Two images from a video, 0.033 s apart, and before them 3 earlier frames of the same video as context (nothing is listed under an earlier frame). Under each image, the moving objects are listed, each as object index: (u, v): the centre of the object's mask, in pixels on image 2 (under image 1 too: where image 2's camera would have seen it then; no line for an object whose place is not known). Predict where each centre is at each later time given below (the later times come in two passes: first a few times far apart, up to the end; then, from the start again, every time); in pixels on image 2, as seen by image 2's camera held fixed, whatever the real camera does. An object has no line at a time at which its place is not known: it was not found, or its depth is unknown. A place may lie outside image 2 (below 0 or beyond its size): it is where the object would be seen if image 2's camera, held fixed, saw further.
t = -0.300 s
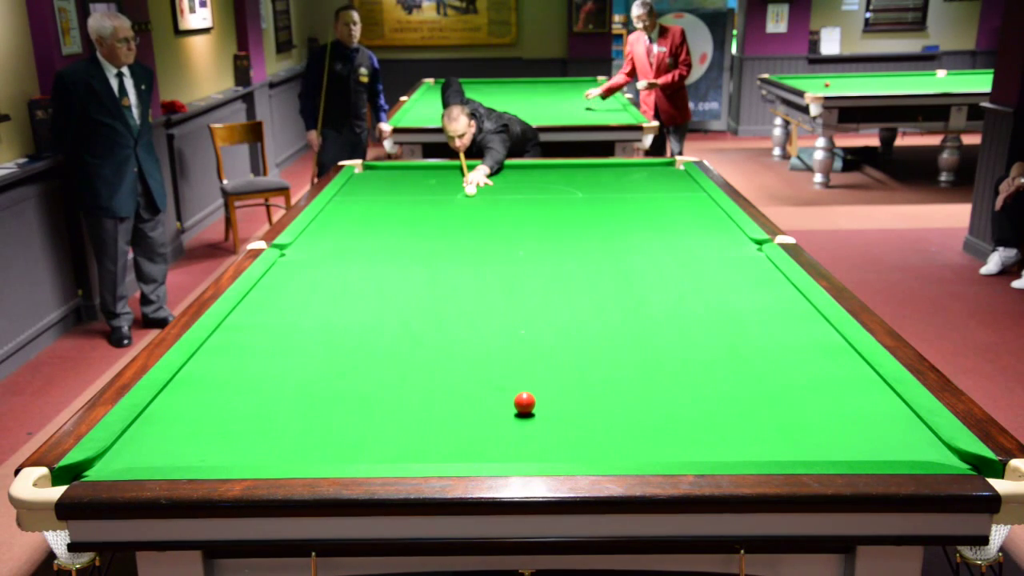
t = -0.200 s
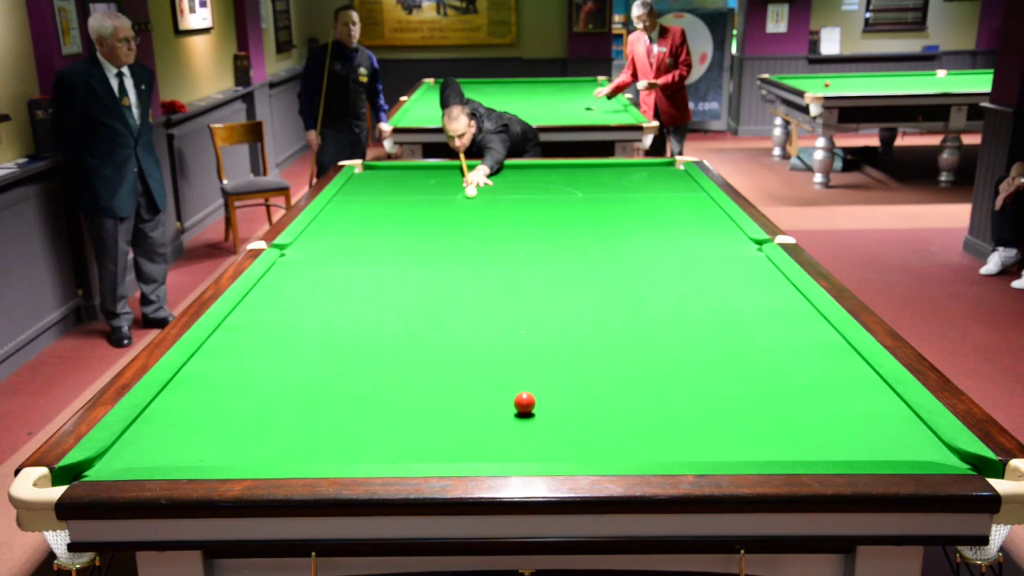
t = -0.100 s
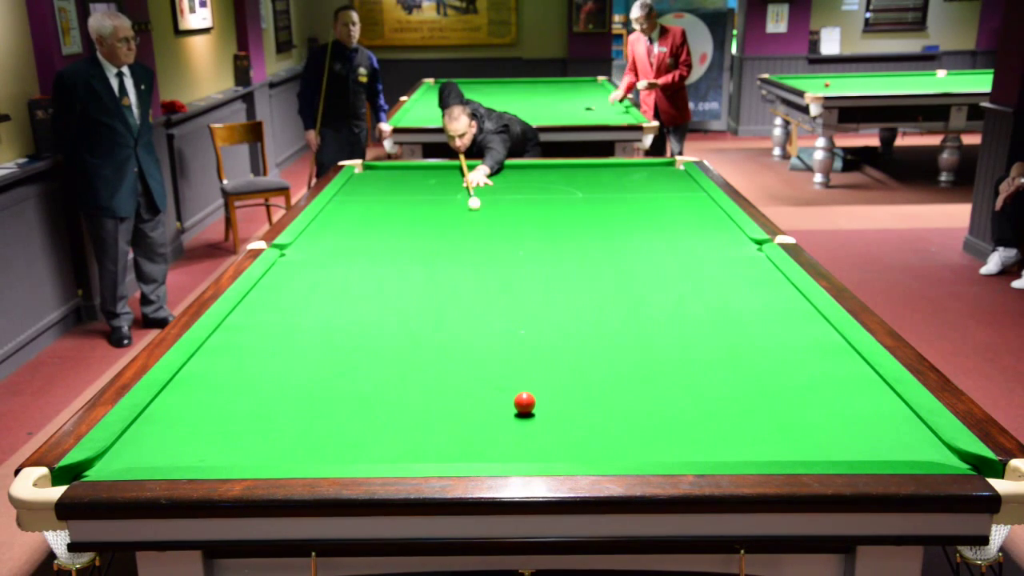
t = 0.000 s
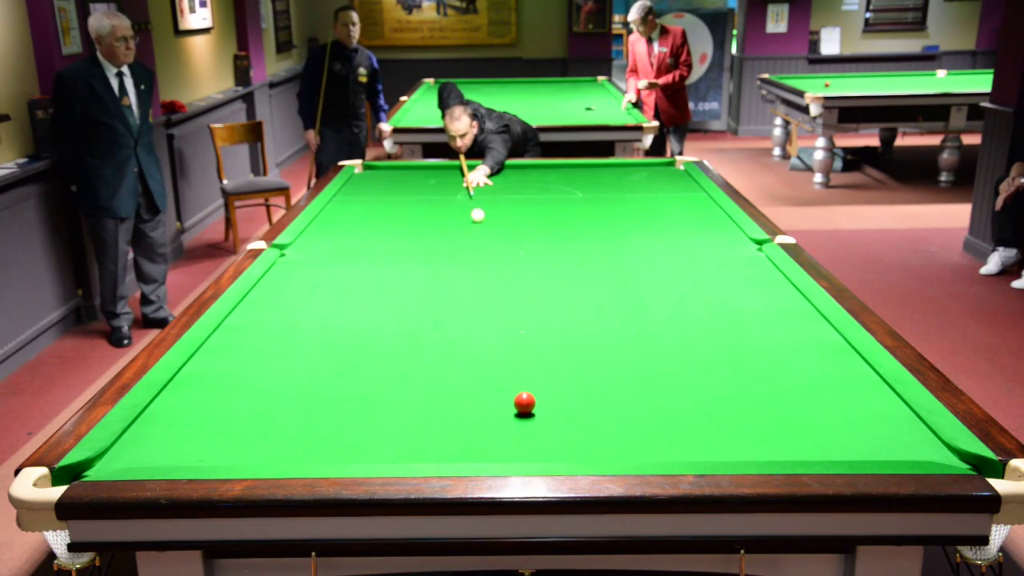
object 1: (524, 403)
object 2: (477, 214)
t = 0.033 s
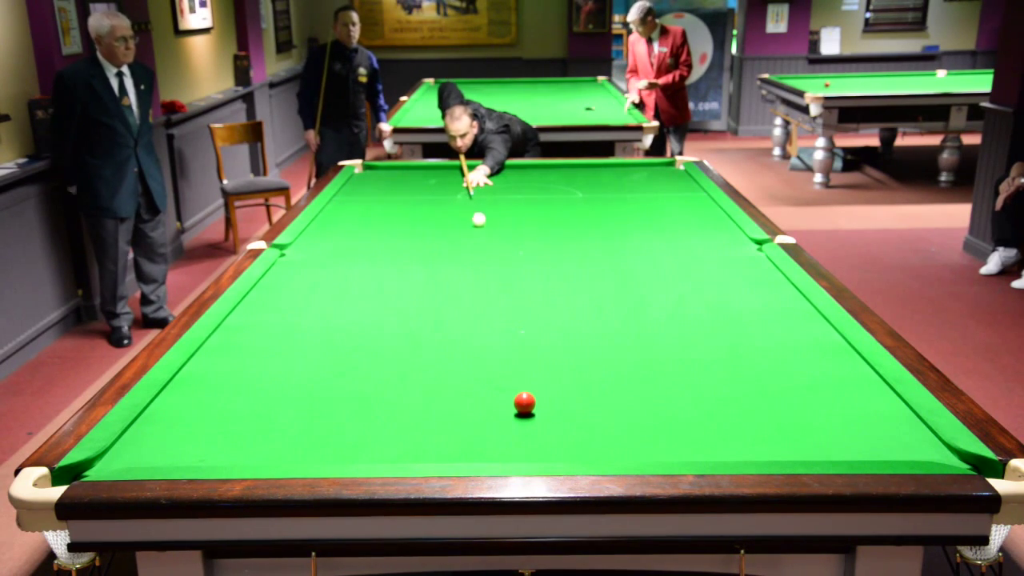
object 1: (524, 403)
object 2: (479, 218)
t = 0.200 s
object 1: (524, 403)
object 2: (484, 240)
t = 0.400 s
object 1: (524, 403)
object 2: (493, 269)
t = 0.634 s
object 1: (524, 403)
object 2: (505, 313)
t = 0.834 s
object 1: (524, 403)
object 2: (519, 362)
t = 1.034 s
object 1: (511, 435)
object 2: (550, 397)
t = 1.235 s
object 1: (494, 435)
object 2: (591, 415)
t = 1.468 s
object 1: (486, 395)
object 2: (642, 442)
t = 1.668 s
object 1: (479, 368)
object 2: (682, 450)
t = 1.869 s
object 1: (474, 343)
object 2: (706, 439)
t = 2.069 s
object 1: (469, 323)
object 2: (727, 426)
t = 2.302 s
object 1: (464, 302)
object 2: (750, 413)
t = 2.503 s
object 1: (461, 287)
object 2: (767, 403)
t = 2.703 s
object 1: (457, 273)
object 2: (783, 393)
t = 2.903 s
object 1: (454, 261)
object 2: (798, 385)
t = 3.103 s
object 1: (451, 250)
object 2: (811, 377)
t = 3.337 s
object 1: (448, 239)
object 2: (825, 369)
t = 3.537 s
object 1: (446, 230)
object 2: (836, 363)
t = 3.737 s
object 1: (444, 222)
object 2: (846, 358)
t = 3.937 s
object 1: (442, 215)
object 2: (847, 352)
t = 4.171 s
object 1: (440, 208)
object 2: (835, 349)
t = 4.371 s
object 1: (438, 201)
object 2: (826, 346)
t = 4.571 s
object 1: (437, 196)
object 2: (819, 344)
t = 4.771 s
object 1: (435, 191)
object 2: (813, 342)
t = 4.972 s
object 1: (434, 186)
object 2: (808, 340)
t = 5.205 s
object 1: (433, 181)
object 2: (803, 339)
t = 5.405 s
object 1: (432, 177)
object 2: (800, 338)
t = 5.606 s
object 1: (431, 173)
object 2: (799, 337)
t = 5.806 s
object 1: (430, 170)
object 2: (798, 337)
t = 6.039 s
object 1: (430, 167)
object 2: (797, 337)
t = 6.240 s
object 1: (428, 168)
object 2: (797, 337)
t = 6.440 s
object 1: (425, 169)
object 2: (797, 337)
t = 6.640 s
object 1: (423, 171)
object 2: (798, 337)
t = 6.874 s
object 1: (421, 172)
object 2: (797, 337)
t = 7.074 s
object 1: (420, 174)
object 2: (797, 337)
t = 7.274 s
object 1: (418, 175)
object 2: (797, 337)
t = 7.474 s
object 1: (417, 176)
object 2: (797, 337)
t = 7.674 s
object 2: (797, 337)
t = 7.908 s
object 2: (797, 337)
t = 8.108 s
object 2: (797, 337)
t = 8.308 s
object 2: (797, 337)
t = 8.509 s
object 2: (797, 337)
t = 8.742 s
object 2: (797, 337)
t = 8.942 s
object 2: (797, 337)
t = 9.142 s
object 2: (797, 337)
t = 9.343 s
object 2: (797, 337)
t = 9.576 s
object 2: (797, 337)
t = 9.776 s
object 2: (797, 337)
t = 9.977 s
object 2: (797, 337)
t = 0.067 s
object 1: (524, 403)
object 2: (480, 223)
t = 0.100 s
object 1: (524, 403)
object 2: (481, 227)
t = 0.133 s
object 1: (524, 403)
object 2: (482, 231)
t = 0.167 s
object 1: (524, 403)
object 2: (483, 235)
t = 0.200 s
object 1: (524, 403)
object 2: (484, 240)
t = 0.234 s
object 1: (524, 403)
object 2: (486, 244)
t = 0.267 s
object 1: (524, 403)
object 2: (487, 249)
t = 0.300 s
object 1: (524, 403)
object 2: (488, 253)
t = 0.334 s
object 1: (524, 403)
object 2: (490, 258)
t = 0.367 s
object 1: (524, 403)
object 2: (491, 264)
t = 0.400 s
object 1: (524, 403)
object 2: (493, 269)
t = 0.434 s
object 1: (524, 403)
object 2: (495, 274)
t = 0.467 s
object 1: (524, 403)
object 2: (496, 280)
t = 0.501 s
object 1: (524, 403)
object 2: (498, 286)
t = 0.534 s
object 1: (524, 403)
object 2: (500, 292)
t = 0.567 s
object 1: (524, 403)
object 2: (501, 298)
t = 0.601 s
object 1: (524, 403)
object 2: (503, 306)
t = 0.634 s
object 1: (524, 403)
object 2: (505, 313)
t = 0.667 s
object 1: (524, 403)
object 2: (508, 320)
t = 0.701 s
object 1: (524, 403)
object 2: (510, 327)
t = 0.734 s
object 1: (524, 403)
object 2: (512, 336)
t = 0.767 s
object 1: (524, 403)
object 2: (514, 344)
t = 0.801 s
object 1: (524, 403)
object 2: (516, 353)
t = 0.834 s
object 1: (524, 403)
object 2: (519, 362)
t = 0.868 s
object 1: (524, 403)
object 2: (522, 372)
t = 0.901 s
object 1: (524, 402)
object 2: (525, 381)
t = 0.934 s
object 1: (524, 403)
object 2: (529, 389)
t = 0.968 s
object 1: (520, 413)
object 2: (536, 394)
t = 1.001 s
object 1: (515, 424)
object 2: (543, 395)
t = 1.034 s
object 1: (511, 435)
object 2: (550, 397)
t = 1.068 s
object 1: (506, 446)
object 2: (557, 400)
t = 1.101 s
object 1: (502, 453)
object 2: (564, 402)
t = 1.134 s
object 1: (499, 454)
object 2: (570, 404)
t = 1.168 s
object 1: (497, 449)
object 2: (577, 408)
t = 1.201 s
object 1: (496, 442)
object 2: (584, 412)
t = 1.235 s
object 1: (494, 435)
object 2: (591, 415)
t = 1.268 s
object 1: (493, 428)
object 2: (598, 419)
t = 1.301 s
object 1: (492, 422)
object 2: (605, 422)
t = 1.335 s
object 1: (490, 417)
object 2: (612, 426)
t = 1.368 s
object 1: (489, 411)
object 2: (620, 430)
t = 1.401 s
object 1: (488, 406)
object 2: (627, 434)
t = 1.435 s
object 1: (487, 400)
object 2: (634, 437)
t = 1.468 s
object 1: (486, 395)
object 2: (642, 442)
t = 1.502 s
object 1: (485, 390)
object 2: (649, 446)
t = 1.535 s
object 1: (483, 385)
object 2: (658, 449)
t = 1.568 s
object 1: (482, 381)
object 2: (665, 451)
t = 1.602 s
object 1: (481, 376)
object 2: (673, 454)
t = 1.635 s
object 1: (480, 372)
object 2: (678, 452)
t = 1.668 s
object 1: (479, 368)
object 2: (682, 450)
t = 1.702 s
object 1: (478, 363)
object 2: (686, 449)
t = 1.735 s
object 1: (478, 359)
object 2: (690, 448)
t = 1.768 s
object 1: (476, 355)
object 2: (694, 446)
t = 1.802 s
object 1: (476, 351)
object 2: (698, 443)
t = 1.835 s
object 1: (475, 347)
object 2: (702, 441)
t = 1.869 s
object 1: (474, 343)
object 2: (706, 439)
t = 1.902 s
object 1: (473, 340)
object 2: (709, 437)
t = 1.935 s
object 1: (472, 336)
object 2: (713, 434)
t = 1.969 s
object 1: (471, 333)
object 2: (717, 432)
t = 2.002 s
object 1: (471, 329)
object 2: (720, 430)
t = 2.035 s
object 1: (470, 326)
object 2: (724, 428)
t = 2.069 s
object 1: (469, 323)
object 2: (727, 426)
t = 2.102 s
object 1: (468, 320)
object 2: (731, 424)
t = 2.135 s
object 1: (468, 317)
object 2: (734, 422)
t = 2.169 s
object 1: (467, 314)
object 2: (737, 421)
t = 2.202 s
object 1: (466, 311)
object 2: (741, 419)
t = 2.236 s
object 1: (465, 308)
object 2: (744, 416)
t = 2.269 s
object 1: (465, 305)
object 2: (747, 415)
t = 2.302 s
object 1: (464, 302)
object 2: (750, 413)
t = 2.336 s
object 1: (464, 300)
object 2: (753, 411)
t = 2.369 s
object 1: (463, 297)
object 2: (756, 409)
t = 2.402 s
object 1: (462, 294)
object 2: (759, 408)
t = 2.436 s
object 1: (462, 292)
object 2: (762, 406)
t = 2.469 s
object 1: (461, 289)
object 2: (765, 404)
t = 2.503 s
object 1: (461, 287)
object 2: (767, 403)
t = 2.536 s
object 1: (460, 285)
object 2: (770, 401)
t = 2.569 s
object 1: (459, 282)
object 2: (773, 399)
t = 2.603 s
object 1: (459, 280)
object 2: (776, 398)
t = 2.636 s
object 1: (458, 277)
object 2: (778, 396)
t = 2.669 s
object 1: (458, 275)
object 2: (781, 395)
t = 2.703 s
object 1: (457, 273)
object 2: (783, 393)
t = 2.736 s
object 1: (457, 271)
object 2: (786, 392)
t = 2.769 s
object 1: (456, 269)
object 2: (789, 390)
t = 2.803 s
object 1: (456, 267)
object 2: (791, 389)
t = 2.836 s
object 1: (455, 265)
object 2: (794, 388)
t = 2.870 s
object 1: (455, 263)
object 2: (796, 386)
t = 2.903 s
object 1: (454, 261)
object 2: (798, 385)
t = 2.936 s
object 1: (453, 259)
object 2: (800, 384)
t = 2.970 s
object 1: (453, 257)
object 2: (803, 382)
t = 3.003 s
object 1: (452, 255)
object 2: (805, 381)
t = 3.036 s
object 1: (452, 254)
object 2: (807, 380)
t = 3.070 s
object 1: (452, 252)
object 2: (809, 379)
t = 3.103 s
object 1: (451, 250)
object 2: (811, 377)
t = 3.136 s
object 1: (451, 249)
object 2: (814, 376)
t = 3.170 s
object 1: (450, 247)
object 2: (816, 375)
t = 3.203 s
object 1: (450, 245)
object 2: (818, 374)
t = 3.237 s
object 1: (449, 244)
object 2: (820, 372)
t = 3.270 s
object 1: (449, 242)
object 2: (822, 372)
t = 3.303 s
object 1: (448, 240)
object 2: (823, 371)
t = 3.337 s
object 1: (448, 239)
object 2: (825, 369)
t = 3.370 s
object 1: (447, 237)
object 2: (827, 368)
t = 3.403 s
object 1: (447, 236)
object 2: (829, 367)
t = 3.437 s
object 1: (447, 235)
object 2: (831, 366)
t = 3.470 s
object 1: (446, 233)
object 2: (832, 365)
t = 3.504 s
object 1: (446, 232)
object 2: (834, 364)
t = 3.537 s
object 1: (446, 230)
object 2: (836, 363)
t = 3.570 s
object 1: (445, 229)
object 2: (838, 362)
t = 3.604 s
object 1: (445, 228)
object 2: (839, 361)
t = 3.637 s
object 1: (444, 226)
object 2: (841, 360)
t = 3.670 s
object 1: (444, 225)
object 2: (842, 359)
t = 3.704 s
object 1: (444, 224)
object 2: (844, 358)
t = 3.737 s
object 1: (444, 222)
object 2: (846, 358)
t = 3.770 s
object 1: (443, 221)
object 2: (847, 357)
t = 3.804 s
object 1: (443, 220)
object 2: (849, 356)
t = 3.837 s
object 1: (443, 218)
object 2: (850, 355)
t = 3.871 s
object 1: (442, 217)
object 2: (851, 354)
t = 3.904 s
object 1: (442, 216)
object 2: (849, 354)
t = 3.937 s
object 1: (442, 215)
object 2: (847, 352)
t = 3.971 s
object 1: (441, 214)
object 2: (845, 352)
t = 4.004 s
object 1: (441, 213)
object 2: (843, 351)
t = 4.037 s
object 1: (441, 212)
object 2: (842, 351)
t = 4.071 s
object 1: (441, 211)
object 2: (840, 350)
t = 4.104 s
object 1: (440, 210)
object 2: (839, 350)
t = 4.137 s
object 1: (440, 208)
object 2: (837, 350)
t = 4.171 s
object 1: (440, 208)
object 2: (835, 349)
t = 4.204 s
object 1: (440, 206)
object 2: (834, 348)
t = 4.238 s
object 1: (439, 205)
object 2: (832, 348)
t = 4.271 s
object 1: (439, 204)
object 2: (831, 347)
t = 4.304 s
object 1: (439, 203)
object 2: (829, 347)
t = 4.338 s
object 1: (438, 202)
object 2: (828, 346)
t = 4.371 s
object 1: (438, 201)
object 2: (826, 346)
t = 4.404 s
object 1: (438, 201)
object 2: (825, 346)
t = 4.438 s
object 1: (438, 200)
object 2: (824, 345)
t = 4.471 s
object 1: (437, 199)
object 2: (823, 345)
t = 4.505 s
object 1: (437, 198)
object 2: (821, 344)
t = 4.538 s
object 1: (437, 197)
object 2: (820, 344)
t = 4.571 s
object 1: (437, 196)
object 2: (819, 344)
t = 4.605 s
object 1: (437, 195)
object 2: (818, 343)
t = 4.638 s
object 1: (436, 194)
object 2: (817, 343)
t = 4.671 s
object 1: (436, 193)
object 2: (816, 342)
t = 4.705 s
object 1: (436, 193)
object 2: (815, 342)
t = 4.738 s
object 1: (436, 192)
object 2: (814, 342)
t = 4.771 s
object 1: (435, 191)
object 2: (813, 342)
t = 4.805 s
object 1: (435, 190)
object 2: (812, 341)
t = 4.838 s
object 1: (435, 189)
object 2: (811, 341)
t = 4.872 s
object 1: (435, 188)
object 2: (810, 341)
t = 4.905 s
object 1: (435, 188)
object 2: (809, 340)
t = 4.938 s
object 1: (434, 187)
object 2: (809, 340)
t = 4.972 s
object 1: (434, 186)
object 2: (808, 340)
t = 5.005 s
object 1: (434, 185)
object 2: (807, 340)
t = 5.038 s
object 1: (434, 185)
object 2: (807, 340)
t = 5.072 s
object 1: (434, 184)
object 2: (806, 339)
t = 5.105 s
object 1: (433, 183)
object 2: (805, 339)
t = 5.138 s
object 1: (433, 183)
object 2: (804, 339)
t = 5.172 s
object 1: (433, 182)
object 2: (804, 339)
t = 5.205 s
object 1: (433, 181)
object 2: (803, 339)
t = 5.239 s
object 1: (433, 180)
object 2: (803, 339)
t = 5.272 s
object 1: (433, 180)
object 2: (802, 338)
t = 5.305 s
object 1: (432, 179)
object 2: (801, 338)
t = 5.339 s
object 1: (432, 178)
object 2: (801, 338)
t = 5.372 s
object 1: (432, 178)
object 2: (801, 338)
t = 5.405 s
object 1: (432, 177)
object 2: (800, 338)
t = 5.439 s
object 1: (432, 176)
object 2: (800, 338)
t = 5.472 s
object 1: (432, 176)
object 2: (800, 338)
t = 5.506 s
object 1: (432, 175)
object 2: (799, 338)
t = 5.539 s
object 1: (431, 174)
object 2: (799, 337)
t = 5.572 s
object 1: (431, 174)
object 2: (799, 337)
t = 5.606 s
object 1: (431, 173)
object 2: (799, 337)
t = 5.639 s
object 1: (431, 173)
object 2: (798, 337)
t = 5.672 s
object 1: (431, 172)
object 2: (798, 337)
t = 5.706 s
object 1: (431, 172)
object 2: (798, 337)
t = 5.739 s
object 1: (431, 171)
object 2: (798, 337)
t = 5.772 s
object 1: (431, 171)
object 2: (798, 337)
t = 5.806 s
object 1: (430, 170)
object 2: (798, 337)
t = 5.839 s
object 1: (430, 170)
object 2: (798, 337)
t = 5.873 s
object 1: (430, 169)
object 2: (797, 337)
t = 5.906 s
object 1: (430, 169)
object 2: (798, 337)
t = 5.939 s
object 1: (430, 168)
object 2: (797, 337)
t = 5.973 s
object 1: (430, 167)
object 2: (797, 337)
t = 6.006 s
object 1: (430, 167)
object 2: (797, 337)
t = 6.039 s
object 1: (430, 167)
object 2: (797, 337)
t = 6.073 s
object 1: (430, 166)
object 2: (797, 337)
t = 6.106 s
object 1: (429, 167)
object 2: (797, 337)
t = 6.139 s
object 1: (429, 167)
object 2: (797, 337)
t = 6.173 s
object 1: (429, 167)
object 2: (797, 337)
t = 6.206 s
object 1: (428, 167)
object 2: (797, 337)
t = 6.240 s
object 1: (428, 168)
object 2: (797, 337)
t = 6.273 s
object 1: (427, 168)
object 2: (797, 337)
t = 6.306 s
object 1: (427, 168)
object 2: (797, 337)
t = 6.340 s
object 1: (426, 168)
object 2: (797, 337)
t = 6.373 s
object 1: (426, 169)
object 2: (797, 337)
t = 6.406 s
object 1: (426, 169)
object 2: (797, 337)
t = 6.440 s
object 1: (425, 169)
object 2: (797, 337)
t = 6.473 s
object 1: (425, 169)
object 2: (797, 337)
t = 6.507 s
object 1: (425, 170)
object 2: (797, 337)
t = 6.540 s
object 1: (424, 170)
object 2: (797, 337)
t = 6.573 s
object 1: (424, 170)
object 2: (797, 337)
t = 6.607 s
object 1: (424, 170)
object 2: (797, 337)
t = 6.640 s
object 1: (423, 171)
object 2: (798, 337)
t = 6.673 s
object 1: (423, 171)
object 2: (797, 337)
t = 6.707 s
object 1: (423, 171)
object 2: (797, 337)
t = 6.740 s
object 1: (422, 171)
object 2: (797, 337)
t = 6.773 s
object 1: (422, 172)
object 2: (797, 337)
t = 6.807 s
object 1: (422, 172)
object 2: (797, 337)
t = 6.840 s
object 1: (422, 172)
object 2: (797, 337)
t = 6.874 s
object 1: (421, 172)
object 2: (797, 337)
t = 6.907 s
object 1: (421, 173)
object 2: (797, 337)
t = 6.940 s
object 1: (421, 173)
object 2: (797, 337)
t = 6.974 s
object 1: (421, 173)
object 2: (797, 337)
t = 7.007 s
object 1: (420, 173)
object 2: (797, 337)
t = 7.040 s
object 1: (420, 174)
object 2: (797, 337)
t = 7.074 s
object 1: (420, 174)
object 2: (797, 337)
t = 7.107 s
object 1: (419, 174)
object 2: (797, 337)
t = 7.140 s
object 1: (419, 174)
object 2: (797, 337)
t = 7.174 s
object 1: (419, 174)
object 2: (797, 337)
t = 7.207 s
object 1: (419, 175)
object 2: (797, 337)
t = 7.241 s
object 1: (418, 175)
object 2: (797, 337)
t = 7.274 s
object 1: (418, 175)
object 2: (797, 337)
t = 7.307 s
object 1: (418, 175)
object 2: (797, 337)
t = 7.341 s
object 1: (418, 176)
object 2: (797, 337)
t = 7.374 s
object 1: (417, 176)
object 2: (797, 337)
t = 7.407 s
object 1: (417, 176)
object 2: (797, 337)
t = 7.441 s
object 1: (417, 176)
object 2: (797, 337)
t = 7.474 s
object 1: (417, 176)
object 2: (797, 337)
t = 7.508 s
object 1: (416, 177)
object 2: (797, 337)
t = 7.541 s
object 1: (416, 177)
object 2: (797, 337)
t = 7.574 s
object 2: (797, 337)
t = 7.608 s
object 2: (797, 337)
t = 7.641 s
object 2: (797, 337)
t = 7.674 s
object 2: (797, 337)
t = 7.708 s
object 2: (797, 337)
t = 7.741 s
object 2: (797, 337)
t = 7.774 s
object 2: (798, 337)
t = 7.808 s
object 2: (797, 337)
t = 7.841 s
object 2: (797, 337)
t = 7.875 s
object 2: (797, 337)
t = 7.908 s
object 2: (797, 337)
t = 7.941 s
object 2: (798, 337)
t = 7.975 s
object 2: (797, 337)
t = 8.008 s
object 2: (797, 337)
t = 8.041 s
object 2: (797, 337)
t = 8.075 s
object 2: (797, 337)
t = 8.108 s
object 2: (797, 337)
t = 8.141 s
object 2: (797, 337)
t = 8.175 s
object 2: (797, 337)
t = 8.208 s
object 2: (797, 337)
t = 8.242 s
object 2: (797, 337)
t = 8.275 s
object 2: (797, 337)
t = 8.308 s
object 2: (797, 337)
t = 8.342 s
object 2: (797, 337)
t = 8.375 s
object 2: (797, 337)
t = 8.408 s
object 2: (797, 337)
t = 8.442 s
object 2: (797, 337)
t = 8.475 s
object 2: (797, 337)
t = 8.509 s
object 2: (797, 337)
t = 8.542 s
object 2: (797, 337)
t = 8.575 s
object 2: (797, 337)
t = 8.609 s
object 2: (797, 337)
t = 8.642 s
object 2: (797, 337)
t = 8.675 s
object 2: (797, 337)
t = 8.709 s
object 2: (797, 337)
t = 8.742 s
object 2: (797, 337)
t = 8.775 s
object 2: (797, 337)
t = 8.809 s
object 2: (797, 337)
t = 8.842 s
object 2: (797, 337)
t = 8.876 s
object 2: (797, 337)
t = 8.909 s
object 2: (797, 337)
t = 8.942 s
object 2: (797, 337)
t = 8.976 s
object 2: (797, 337)
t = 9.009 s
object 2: (797, 337)
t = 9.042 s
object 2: (797, 337)
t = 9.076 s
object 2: (797, 337)
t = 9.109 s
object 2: (797, 337)
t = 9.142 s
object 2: (797, 337)
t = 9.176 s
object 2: (797, 337)
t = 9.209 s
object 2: (797, 337)
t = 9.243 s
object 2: (797, 337)
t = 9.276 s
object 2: (797, 337)
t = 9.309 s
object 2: (797, 337)
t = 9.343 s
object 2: (797, 337)
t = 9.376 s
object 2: (797, 337)
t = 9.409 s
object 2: (797, 337)
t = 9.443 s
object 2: (797, 337)
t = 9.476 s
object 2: (797, 337)
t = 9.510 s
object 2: (797, 337)
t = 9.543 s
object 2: (797, 337)
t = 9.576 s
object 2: (797, 337)
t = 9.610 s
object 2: (798, 337)
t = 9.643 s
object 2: (797, 337)
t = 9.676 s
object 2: (797, 337)
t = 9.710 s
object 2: (797, 337)
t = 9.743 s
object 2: (797, 337)
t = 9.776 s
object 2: (797, 337)
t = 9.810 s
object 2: (797, 337)
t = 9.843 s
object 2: (797, 337)
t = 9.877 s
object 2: (797, 337)
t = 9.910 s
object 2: (797, 337)
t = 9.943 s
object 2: (797, 337)
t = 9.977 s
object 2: (797, 337)
